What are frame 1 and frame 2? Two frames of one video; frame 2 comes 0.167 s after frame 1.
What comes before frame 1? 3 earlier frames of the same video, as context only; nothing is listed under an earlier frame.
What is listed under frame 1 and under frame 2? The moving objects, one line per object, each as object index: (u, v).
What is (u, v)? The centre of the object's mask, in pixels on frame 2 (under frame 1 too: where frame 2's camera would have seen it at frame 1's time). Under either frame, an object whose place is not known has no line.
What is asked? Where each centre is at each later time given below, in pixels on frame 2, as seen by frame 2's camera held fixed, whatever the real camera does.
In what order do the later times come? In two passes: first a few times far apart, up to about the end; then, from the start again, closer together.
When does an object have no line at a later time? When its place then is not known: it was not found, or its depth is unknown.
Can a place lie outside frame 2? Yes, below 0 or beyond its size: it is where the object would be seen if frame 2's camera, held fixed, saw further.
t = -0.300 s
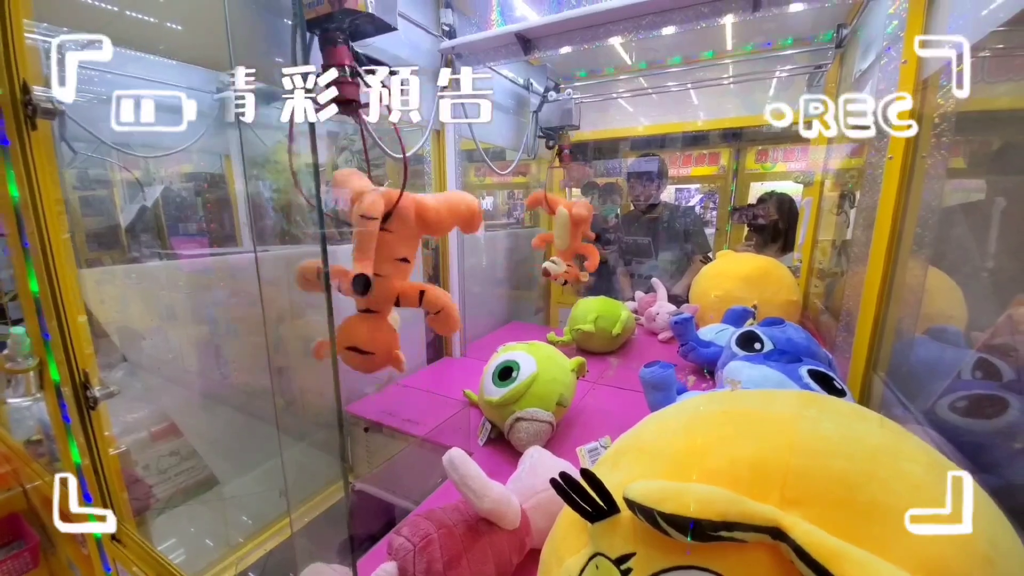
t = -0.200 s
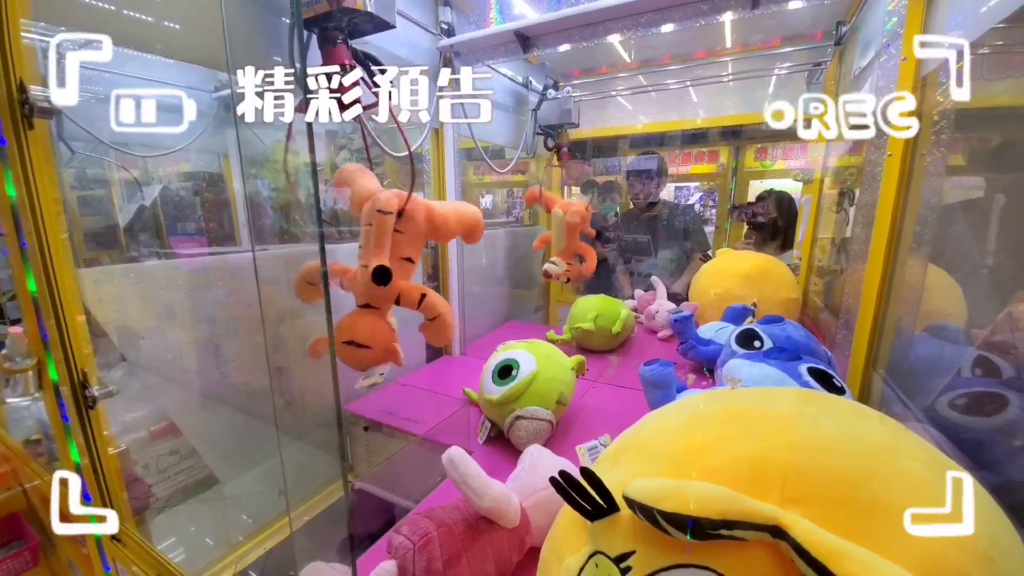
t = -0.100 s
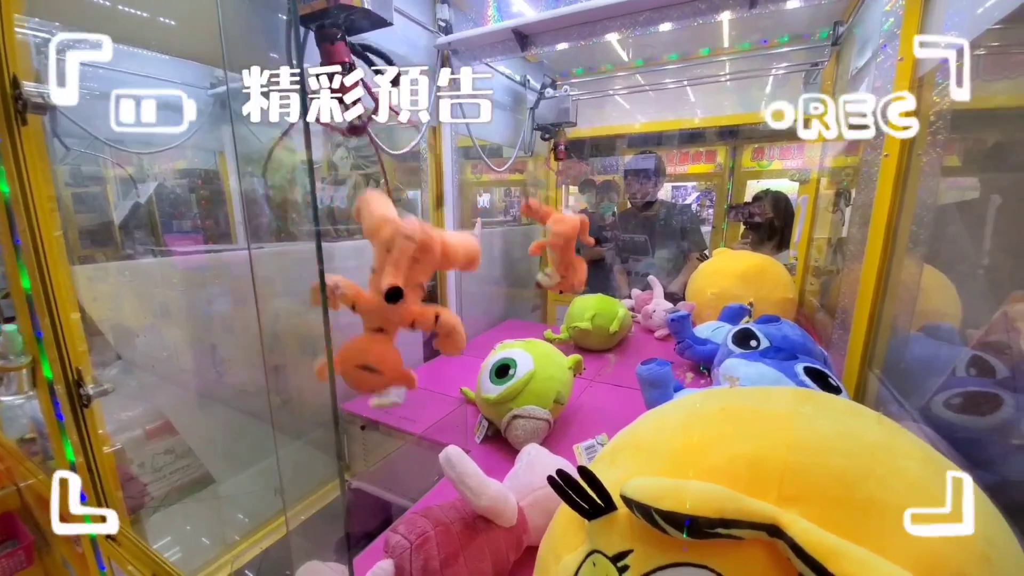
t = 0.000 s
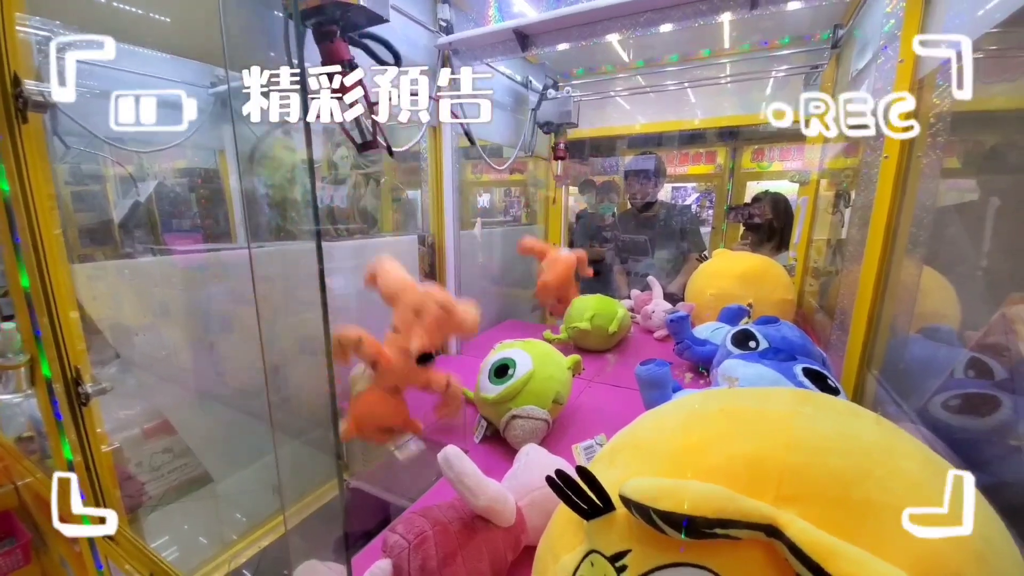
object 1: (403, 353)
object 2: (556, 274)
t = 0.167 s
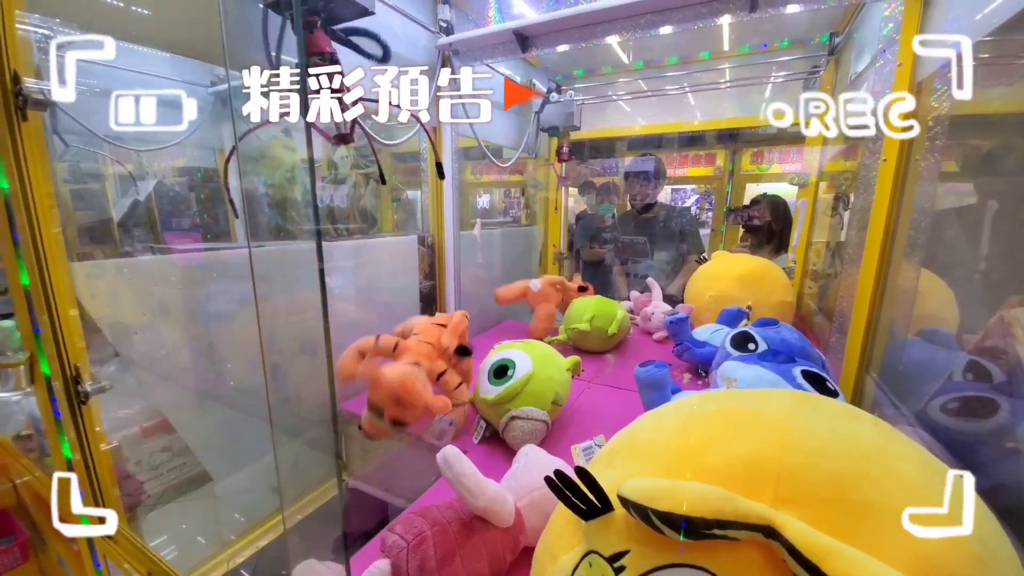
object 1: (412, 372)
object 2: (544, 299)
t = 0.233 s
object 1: (421, 366)
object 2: (544, 300)
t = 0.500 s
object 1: (414, 375)
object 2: (537, 305)
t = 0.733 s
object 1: (414, 375)
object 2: (537, 305)
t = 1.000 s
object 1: (415, 374)
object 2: (538, 305)
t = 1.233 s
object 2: (537, 303)
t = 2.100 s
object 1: (415, 374)
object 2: (532, 309)
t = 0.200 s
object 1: (419, 369)
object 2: (544, 299)
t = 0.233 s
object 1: (421, 366)
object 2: (544, 300)
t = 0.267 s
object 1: (423, 364)
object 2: (542, 300)
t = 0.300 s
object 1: (421, 366)
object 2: (540, 302)
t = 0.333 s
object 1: (422, 371)
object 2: (537, 303)
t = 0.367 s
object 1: (419, 373)
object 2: (538, 304)
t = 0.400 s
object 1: (415, 374)
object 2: (539, 303)
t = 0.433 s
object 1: (413, 376)
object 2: (539, 304)
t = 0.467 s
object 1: (413, 376)
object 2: (537, 305)
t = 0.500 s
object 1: (414, 375)
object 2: (537, 305)
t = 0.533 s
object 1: (415, 374)
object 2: (537, 305)
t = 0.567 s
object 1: (416, 375)
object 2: (537, 305)
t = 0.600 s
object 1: (415, 375)
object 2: (537, 305)
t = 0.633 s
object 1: (415, 375)
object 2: (537, 305)
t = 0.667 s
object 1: (414, 375)
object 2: (537, 305)
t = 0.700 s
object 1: (414, 375)
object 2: (537, 305)
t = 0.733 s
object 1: (414, 375)
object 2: (537, 305)
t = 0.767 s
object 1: (414, 375)
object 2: (537, 305)
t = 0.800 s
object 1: (414, 375)
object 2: (537, 305)
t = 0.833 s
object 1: (414, 375)
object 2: (537, 305)
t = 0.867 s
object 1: (414, 375)
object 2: (537, 305)
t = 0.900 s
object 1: (415, 375)
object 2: (538, 305)
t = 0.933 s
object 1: (415, 375)
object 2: (538, 305)
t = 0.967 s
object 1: (415, 374)
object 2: (538, 305)
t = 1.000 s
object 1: (415, 374)
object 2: (538, 305)
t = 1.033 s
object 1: (414, 374)
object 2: (537, 305)
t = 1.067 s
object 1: (414, 374)
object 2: (538, 304)
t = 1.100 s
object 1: (414, 374)
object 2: (537, 305)
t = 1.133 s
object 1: (414, 374)
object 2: (538, 304)
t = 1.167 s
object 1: (414, 373)
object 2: (537, 304)
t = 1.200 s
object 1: (415, 373)
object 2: (537, 304)
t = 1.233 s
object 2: (537, 303)
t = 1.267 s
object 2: (537, 303)
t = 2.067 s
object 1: (415, 373)
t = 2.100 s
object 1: (415, 374)
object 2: (532, 309)
